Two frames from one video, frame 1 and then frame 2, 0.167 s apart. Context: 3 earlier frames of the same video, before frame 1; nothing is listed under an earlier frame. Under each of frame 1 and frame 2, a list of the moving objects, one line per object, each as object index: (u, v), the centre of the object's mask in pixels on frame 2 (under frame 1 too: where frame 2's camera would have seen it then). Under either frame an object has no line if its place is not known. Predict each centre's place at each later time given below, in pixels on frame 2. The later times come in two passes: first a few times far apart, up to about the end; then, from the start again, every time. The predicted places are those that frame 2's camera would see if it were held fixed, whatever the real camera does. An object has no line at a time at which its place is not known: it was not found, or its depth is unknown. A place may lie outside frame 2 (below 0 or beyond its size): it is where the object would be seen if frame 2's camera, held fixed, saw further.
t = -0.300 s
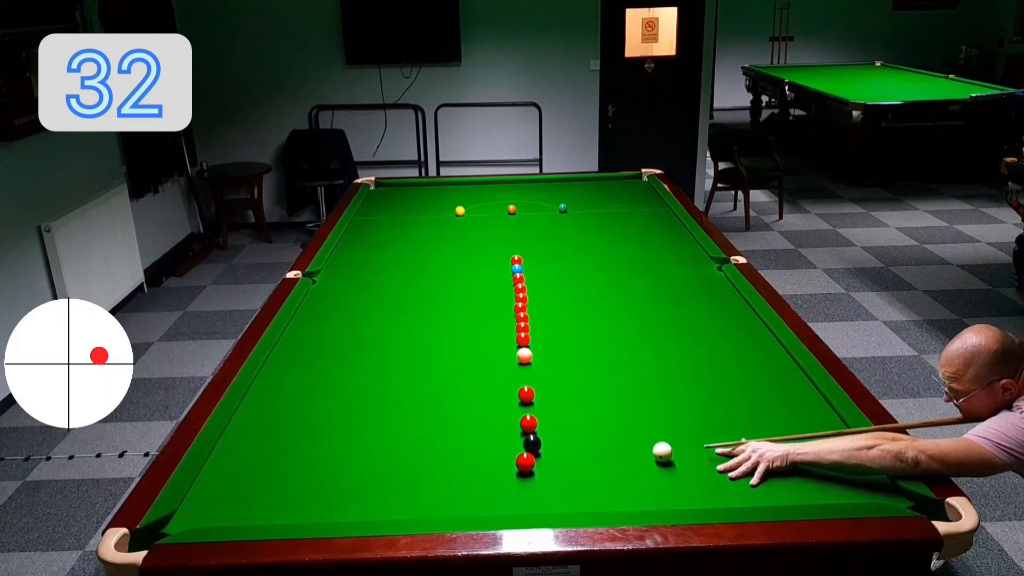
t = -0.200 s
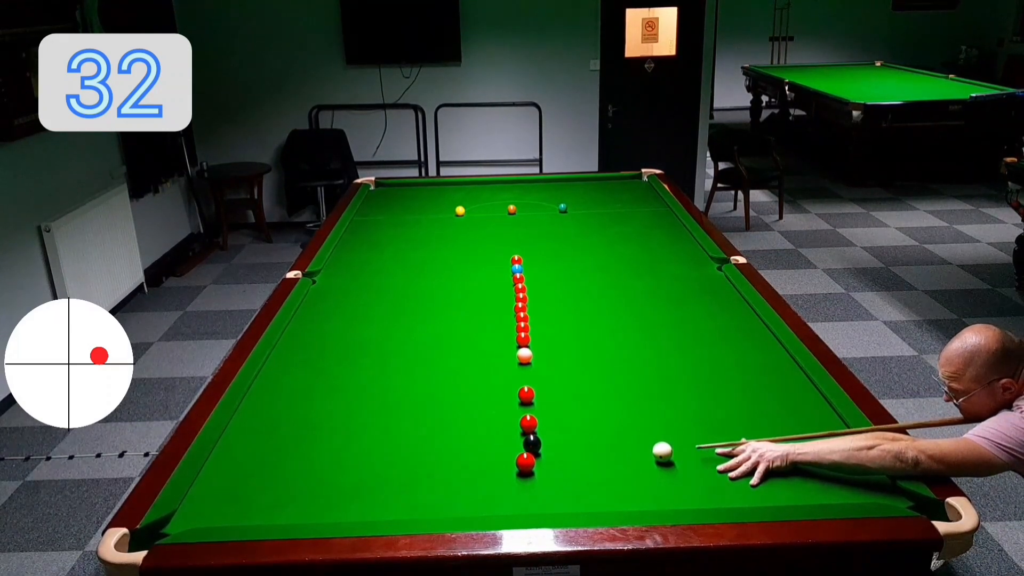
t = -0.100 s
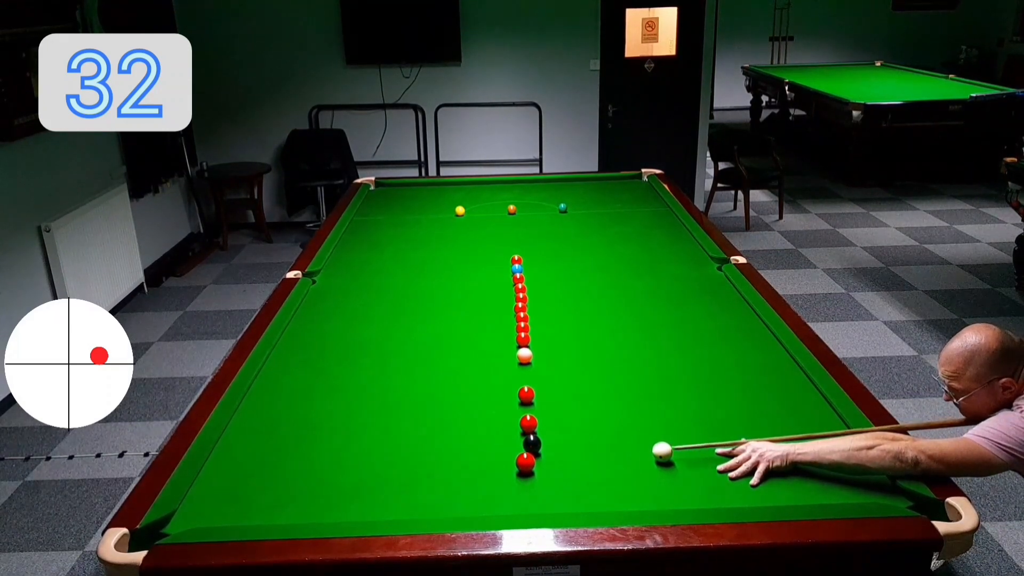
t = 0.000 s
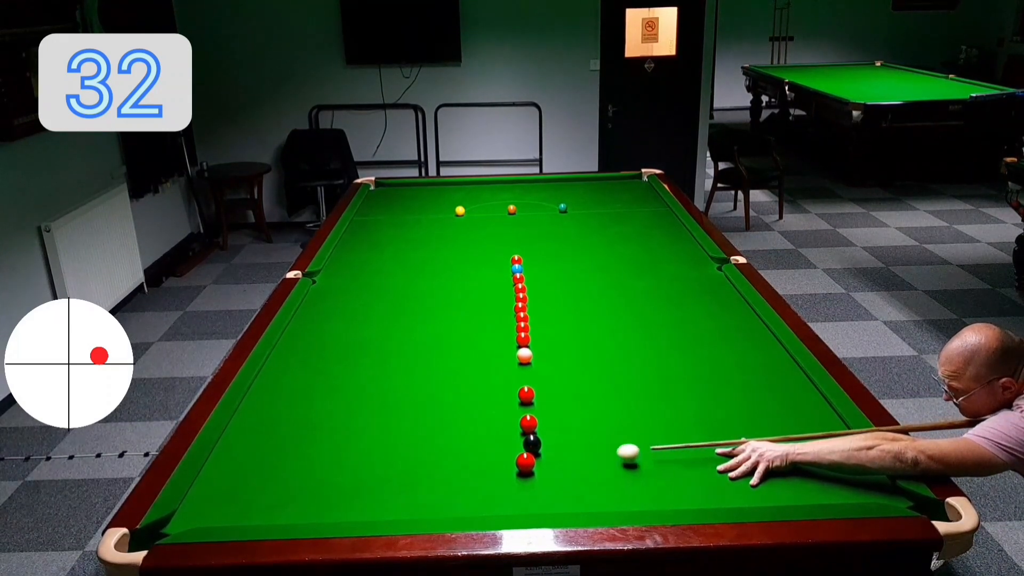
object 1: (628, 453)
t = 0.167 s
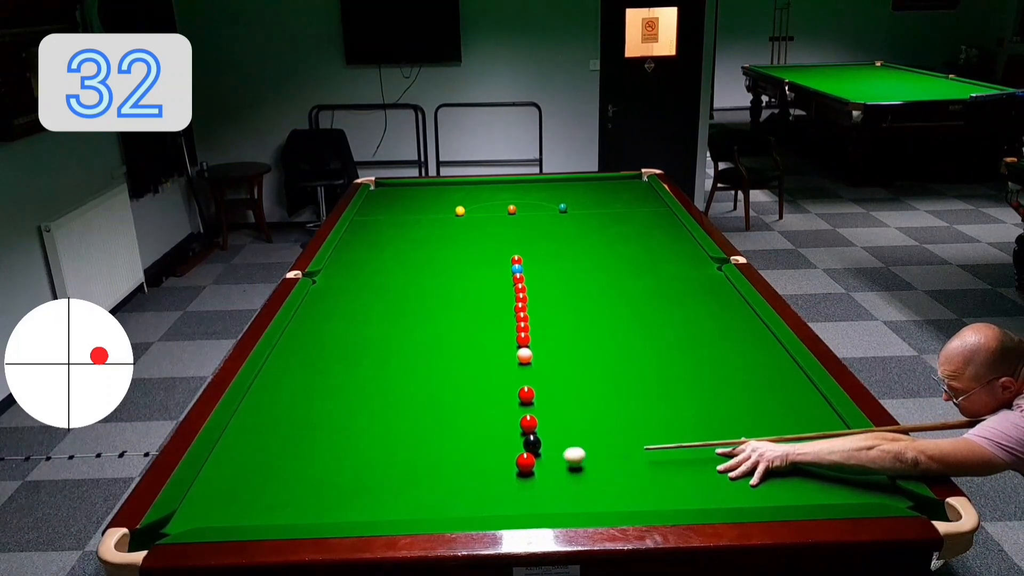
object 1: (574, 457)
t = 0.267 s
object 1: (544, 459)
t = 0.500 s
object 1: (529, 454)
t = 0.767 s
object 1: (510, 453)
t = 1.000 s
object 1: (496, 452)
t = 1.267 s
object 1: (481, 451)
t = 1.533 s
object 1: (469, 450)
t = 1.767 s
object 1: (459, 449)
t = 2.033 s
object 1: (451, 449)
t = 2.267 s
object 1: (444, 448)
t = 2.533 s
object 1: (439, 448)
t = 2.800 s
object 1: (437, 447)
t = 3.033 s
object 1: (435, 447)
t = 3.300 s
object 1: (436, 447)
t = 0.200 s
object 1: (564, 457)
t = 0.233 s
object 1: (553, 458)
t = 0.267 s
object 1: (544, 459)
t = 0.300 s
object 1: (543, 458)
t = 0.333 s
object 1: (542, 457)
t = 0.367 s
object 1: (539, 456)
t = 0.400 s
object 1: (537, 456)
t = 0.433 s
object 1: (534, 455)
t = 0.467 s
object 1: (532, 454)
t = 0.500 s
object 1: (529, 454)
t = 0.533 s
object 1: (527, 454)
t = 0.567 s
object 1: (524, 454)
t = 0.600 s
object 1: (522, 454)
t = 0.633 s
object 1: (520, 453)
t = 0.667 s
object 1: (517, 453)
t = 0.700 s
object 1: (515, 454)
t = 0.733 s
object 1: (513, 453)
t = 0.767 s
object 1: (510, 453)
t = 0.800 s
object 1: (508, 453)
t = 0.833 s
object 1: (506, 453)
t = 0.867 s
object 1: (504, 453)
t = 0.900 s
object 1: (502, 453)
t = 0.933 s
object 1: (500, 453)
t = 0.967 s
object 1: (498, 452)
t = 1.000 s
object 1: (496, 452)
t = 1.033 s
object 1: (494, 452)
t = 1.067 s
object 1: (492, 452)
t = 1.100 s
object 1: (490, 452)
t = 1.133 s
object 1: (488, 452)
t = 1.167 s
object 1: (486, 452)
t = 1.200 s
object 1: (485, 451)
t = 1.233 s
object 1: (483, 451)
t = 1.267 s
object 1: (481, 451)
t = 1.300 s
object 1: (479, 451)
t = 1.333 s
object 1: (478, 451)
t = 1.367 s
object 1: (476, 451)
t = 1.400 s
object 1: (475, 451)
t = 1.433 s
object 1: (473, 451)
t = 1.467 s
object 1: (471, 451)
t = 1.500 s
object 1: (470, 450)
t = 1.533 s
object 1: (469, 450)
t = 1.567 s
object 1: (467, 450)
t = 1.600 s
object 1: (466, 450)
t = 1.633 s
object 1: (464, 450)
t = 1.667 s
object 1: (463, 450)
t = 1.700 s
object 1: (462, 450)
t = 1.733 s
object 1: (460, 450)
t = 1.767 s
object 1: (459, 449)
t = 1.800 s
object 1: (458, 449)
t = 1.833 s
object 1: (457, 449)
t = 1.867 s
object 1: (456, 449)
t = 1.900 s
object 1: (455, 449)
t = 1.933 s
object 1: (454, 449)
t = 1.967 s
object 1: (452, 449)
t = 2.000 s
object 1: (451, 449)
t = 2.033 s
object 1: (451, 449)
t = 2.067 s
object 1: (450, 449)
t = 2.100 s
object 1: (449, 448)
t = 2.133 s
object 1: (448, 448)
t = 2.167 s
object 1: (447, 448)
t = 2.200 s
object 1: (446, 448)
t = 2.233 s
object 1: (445, 448)
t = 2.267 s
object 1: (444, 448)
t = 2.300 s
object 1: (444, 448)
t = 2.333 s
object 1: (443, 448)
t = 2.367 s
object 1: (442, 448)
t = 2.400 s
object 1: (442, 448)
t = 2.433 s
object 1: (441, 448)
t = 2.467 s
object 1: (441, 448)
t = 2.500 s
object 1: (440, 448)
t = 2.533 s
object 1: (439, 448)
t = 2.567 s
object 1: (439, 447)
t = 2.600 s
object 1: (438, 448)
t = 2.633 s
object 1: (438, 447)
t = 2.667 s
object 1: (438, 447)
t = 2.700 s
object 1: (437, 447)
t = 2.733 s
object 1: (437, 447)
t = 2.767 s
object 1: (437, 447)
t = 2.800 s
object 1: (437, 447)
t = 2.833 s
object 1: (436, 447)
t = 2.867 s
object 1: (436, 447)
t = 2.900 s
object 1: (436, 447)
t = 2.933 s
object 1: (436, 447)
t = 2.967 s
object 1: (435, 447)
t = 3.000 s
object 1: (435, 447)
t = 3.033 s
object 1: (435, 447)
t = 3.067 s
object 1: (435, 447)
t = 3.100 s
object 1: (435, 447)
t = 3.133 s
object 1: (435, 447)
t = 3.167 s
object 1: (436, 447)
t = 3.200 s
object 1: (436, 447)
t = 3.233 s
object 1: (436, 447)
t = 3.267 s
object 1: (436, 447)
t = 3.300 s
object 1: (436, 447)
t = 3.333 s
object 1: (436, 447)
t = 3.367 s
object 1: (436, 447)
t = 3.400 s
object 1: (436, 447)
